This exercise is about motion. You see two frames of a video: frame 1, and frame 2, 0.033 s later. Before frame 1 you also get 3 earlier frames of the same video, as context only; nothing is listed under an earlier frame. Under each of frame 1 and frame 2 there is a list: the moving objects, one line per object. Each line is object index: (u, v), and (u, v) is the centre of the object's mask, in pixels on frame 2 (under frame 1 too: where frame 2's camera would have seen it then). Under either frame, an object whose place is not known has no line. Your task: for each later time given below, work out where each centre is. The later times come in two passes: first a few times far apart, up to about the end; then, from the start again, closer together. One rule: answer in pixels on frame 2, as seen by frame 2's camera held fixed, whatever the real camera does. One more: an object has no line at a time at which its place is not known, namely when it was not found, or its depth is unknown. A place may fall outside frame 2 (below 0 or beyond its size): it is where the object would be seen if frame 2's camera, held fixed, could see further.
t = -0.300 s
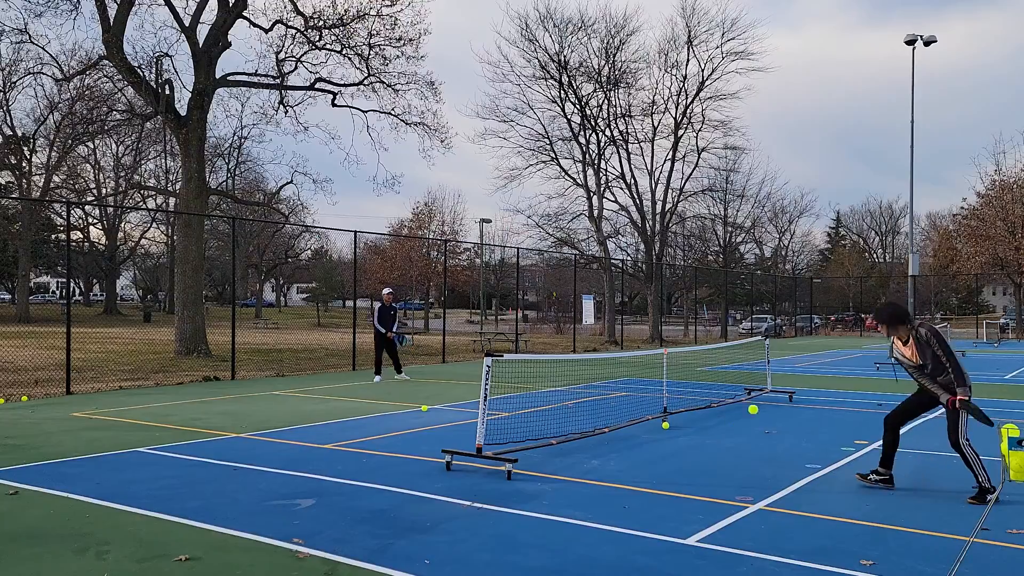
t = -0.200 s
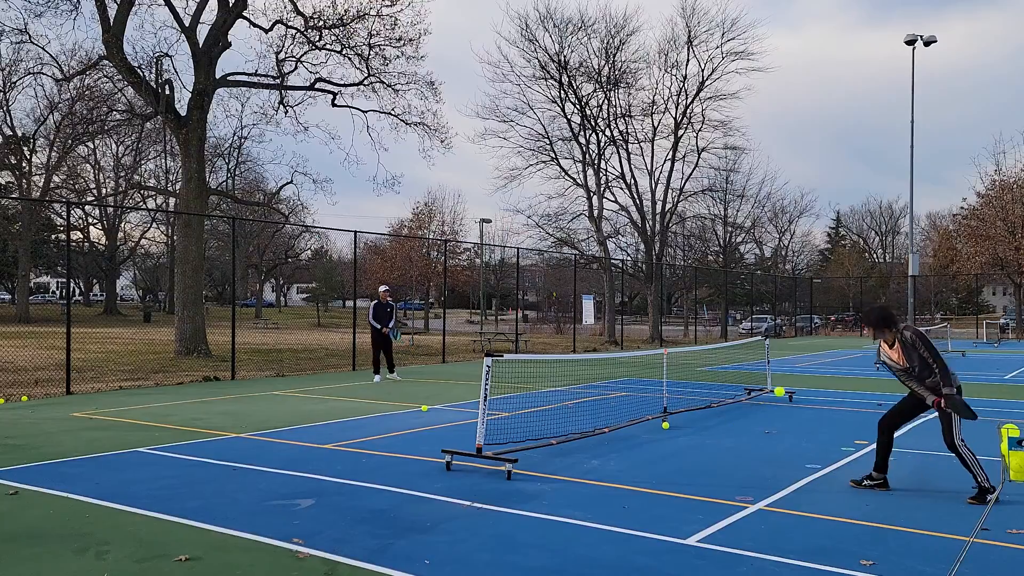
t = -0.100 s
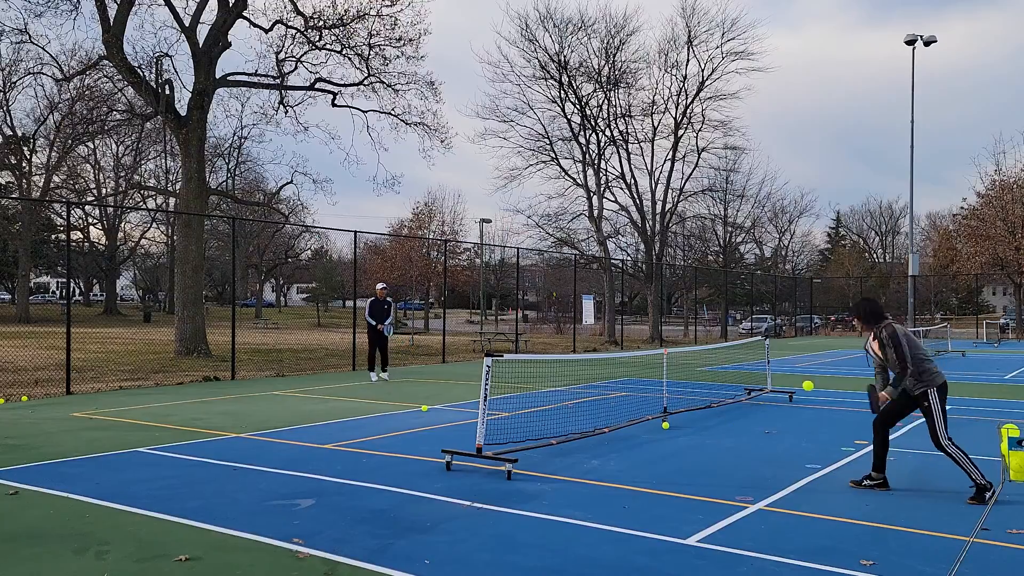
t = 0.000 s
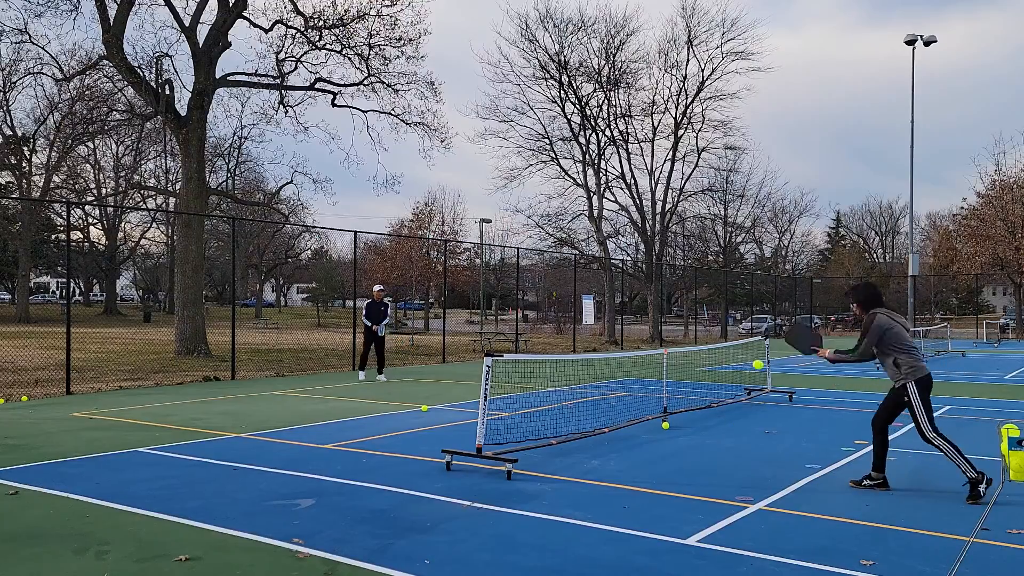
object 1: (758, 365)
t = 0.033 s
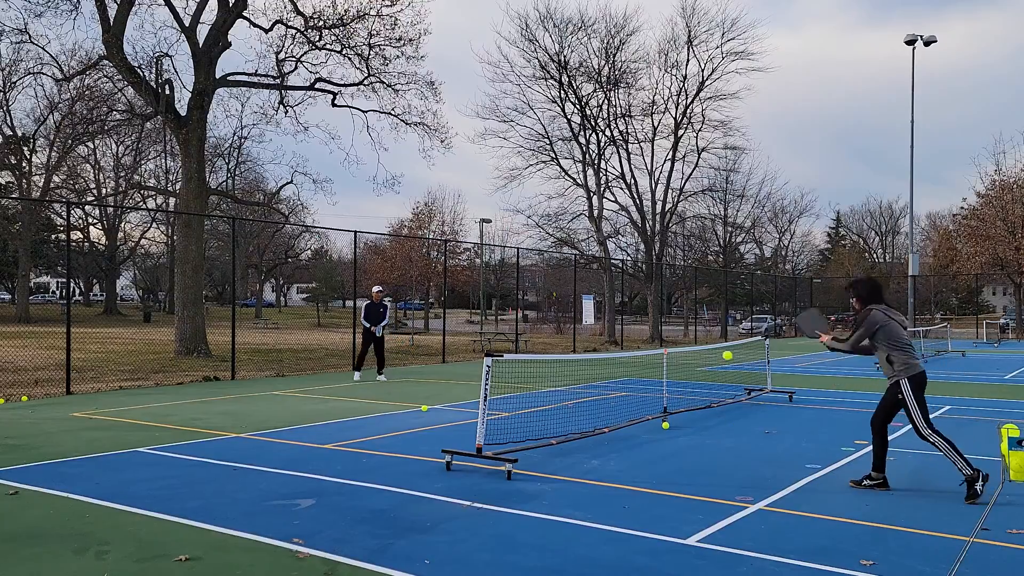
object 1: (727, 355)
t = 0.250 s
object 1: (593, 339)
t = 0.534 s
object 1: (501, 379)
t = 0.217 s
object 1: (609, 338)
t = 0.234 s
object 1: (601, 339)
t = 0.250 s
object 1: (593, 339)
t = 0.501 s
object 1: (509, 372)
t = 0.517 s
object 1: (505, 375)
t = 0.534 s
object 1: (501, 379)
